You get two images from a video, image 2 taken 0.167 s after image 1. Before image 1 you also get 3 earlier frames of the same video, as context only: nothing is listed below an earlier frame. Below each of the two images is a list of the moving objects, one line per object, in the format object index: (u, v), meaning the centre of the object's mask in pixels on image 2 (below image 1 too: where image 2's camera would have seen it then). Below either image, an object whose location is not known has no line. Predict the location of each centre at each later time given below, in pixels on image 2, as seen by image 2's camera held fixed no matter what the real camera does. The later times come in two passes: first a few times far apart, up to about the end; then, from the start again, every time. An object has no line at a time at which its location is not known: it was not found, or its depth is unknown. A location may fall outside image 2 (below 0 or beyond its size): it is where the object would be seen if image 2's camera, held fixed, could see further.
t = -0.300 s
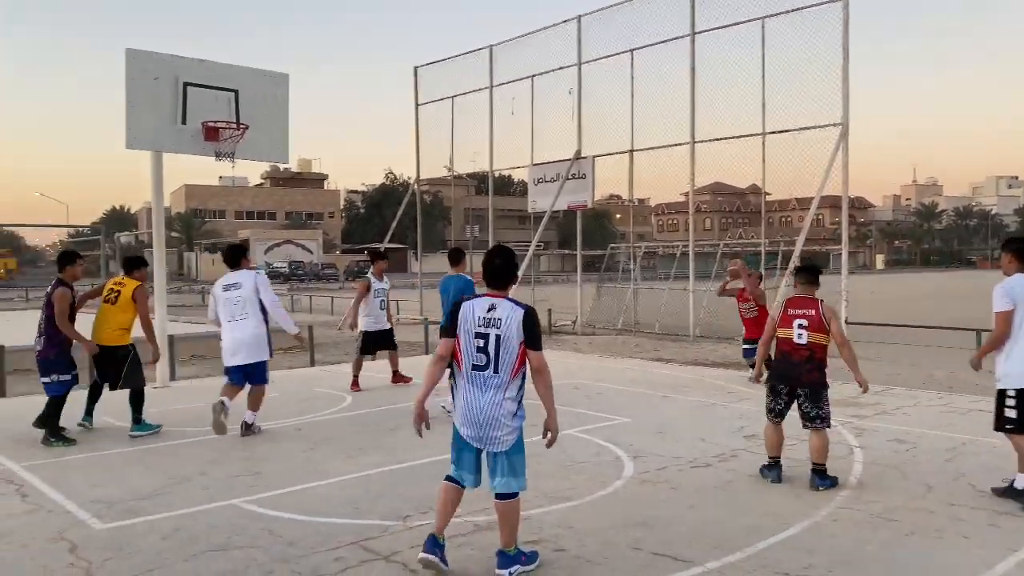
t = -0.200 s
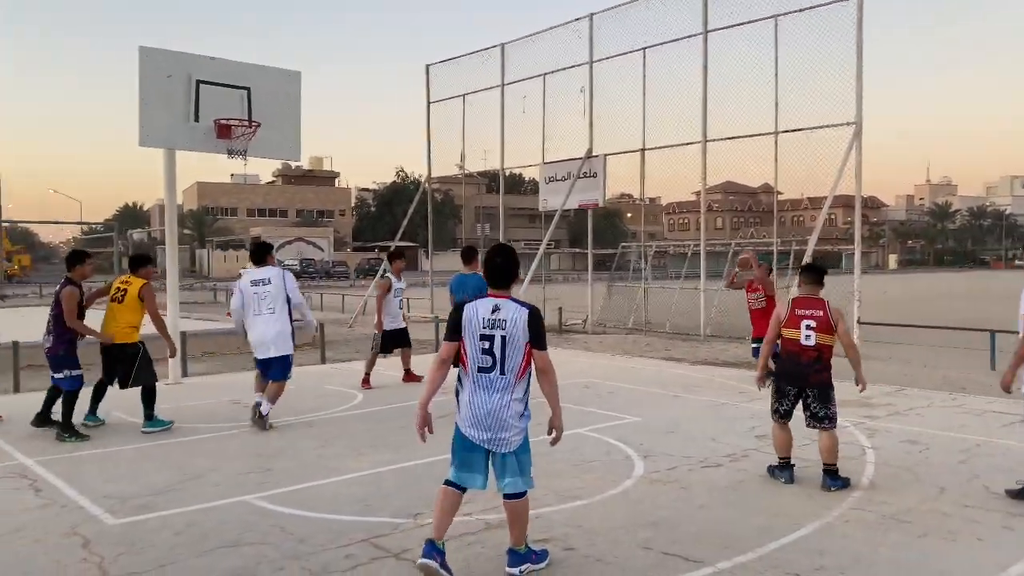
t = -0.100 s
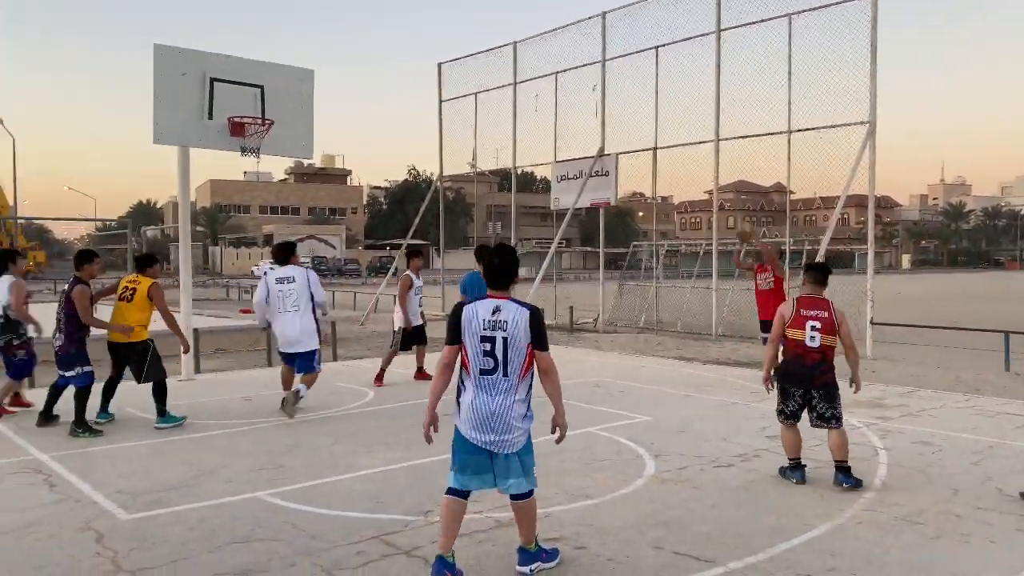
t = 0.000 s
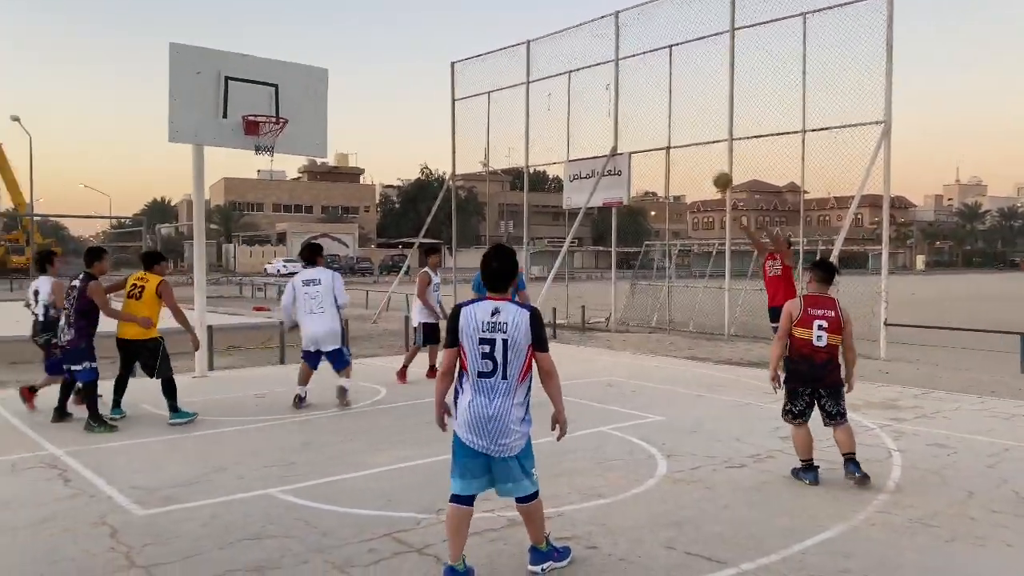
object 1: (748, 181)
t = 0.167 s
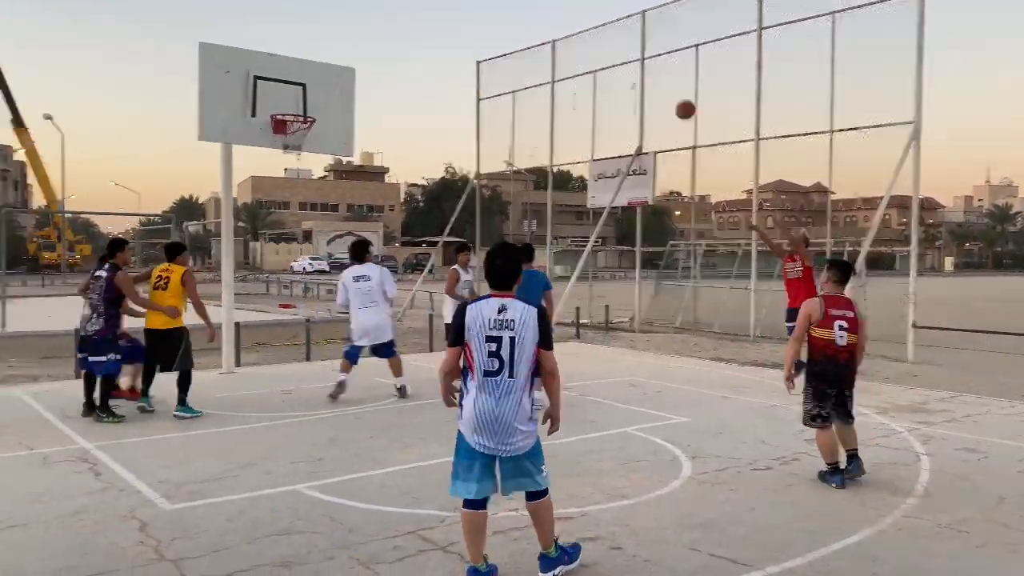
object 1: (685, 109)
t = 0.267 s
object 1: (647, 76)
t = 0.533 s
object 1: (540, 29)
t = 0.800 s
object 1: (427, 40)
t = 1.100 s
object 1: (304, 102)
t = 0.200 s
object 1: (672, 97)
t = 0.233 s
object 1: (659, 86)
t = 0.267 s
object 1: (647, 76)
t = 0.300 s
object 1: (634, 67)
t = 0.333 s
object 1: (621, 59)
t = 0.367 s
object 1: (607, 52)
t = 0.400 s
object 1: (594, 45)
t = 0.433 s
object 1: (581, 40)
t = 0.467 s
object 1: (567, 35)
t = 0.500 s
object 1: (554, 31)
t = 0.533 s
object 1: (540, 29)
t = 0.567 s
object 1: (526, 27)
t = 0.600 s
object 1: (512, 26)
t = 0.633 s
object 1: (498, 26)
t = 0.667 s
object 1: (484, 26)
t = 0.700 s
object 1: (470, 28)
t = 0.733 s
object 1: (456, 31)
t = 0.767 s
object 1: (442, 35)
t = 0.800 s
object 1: (427, 40)
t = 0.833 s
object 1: (412, 45)
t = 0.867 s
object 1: (398, 52)
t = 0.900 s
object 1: (383, 60)
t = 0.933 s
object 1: (369, 69)
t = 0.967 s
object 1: (354, 79)
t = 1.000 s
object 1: (340, 89)
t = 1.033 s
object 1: (325, 101)
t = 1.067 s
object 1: (313, 107)
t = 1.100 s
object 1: (304, 102)
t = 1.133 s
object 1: (294, 98)
